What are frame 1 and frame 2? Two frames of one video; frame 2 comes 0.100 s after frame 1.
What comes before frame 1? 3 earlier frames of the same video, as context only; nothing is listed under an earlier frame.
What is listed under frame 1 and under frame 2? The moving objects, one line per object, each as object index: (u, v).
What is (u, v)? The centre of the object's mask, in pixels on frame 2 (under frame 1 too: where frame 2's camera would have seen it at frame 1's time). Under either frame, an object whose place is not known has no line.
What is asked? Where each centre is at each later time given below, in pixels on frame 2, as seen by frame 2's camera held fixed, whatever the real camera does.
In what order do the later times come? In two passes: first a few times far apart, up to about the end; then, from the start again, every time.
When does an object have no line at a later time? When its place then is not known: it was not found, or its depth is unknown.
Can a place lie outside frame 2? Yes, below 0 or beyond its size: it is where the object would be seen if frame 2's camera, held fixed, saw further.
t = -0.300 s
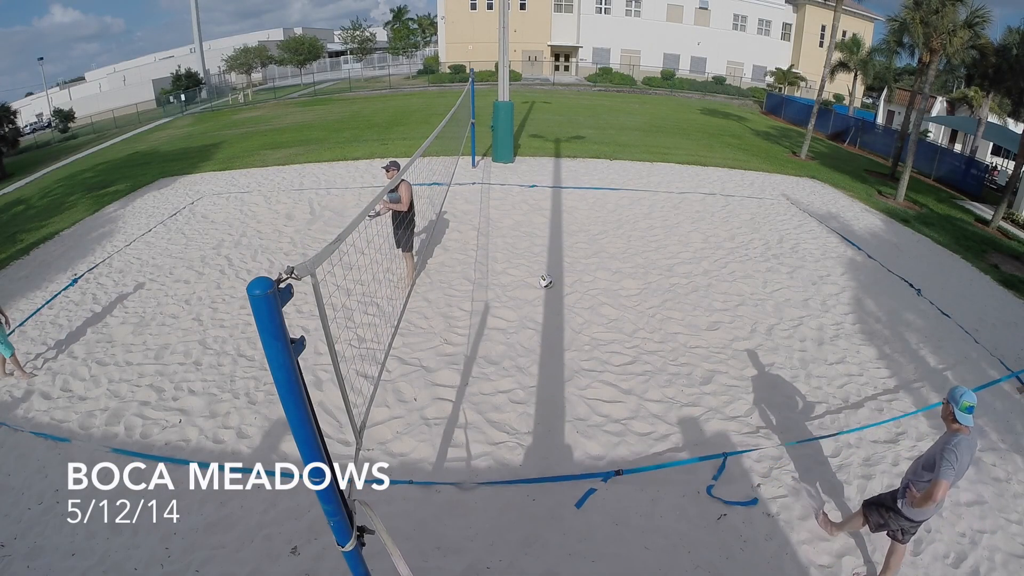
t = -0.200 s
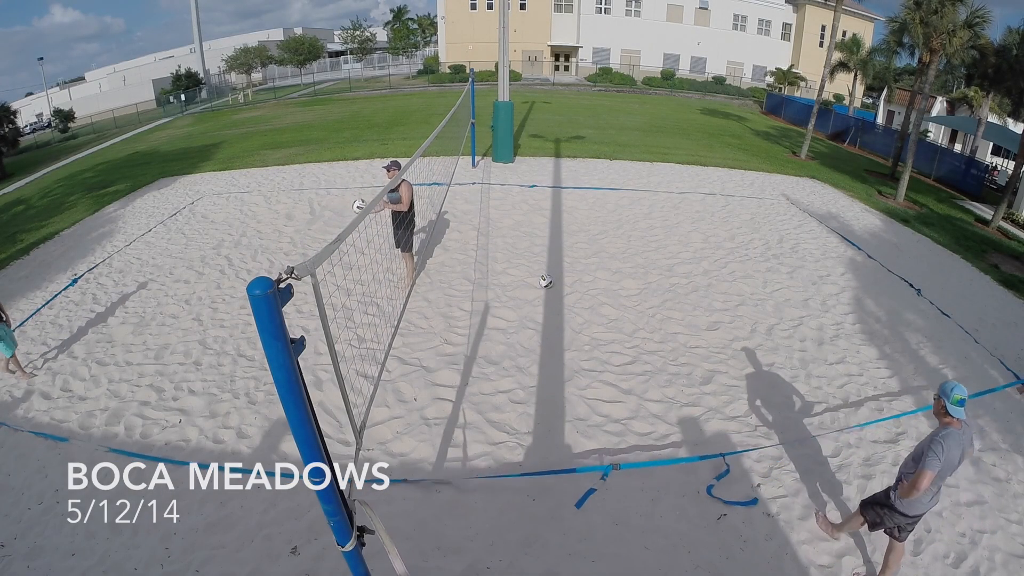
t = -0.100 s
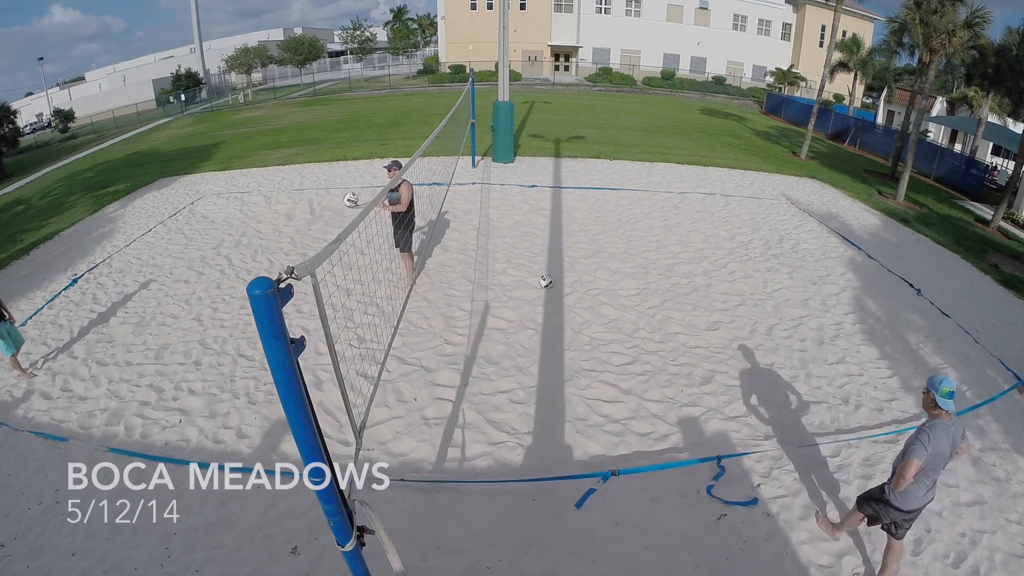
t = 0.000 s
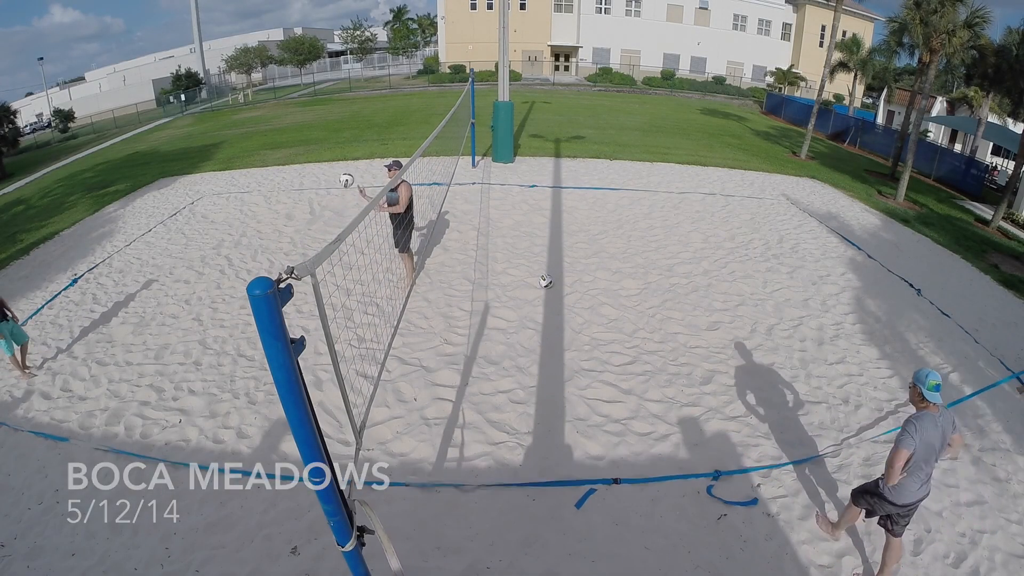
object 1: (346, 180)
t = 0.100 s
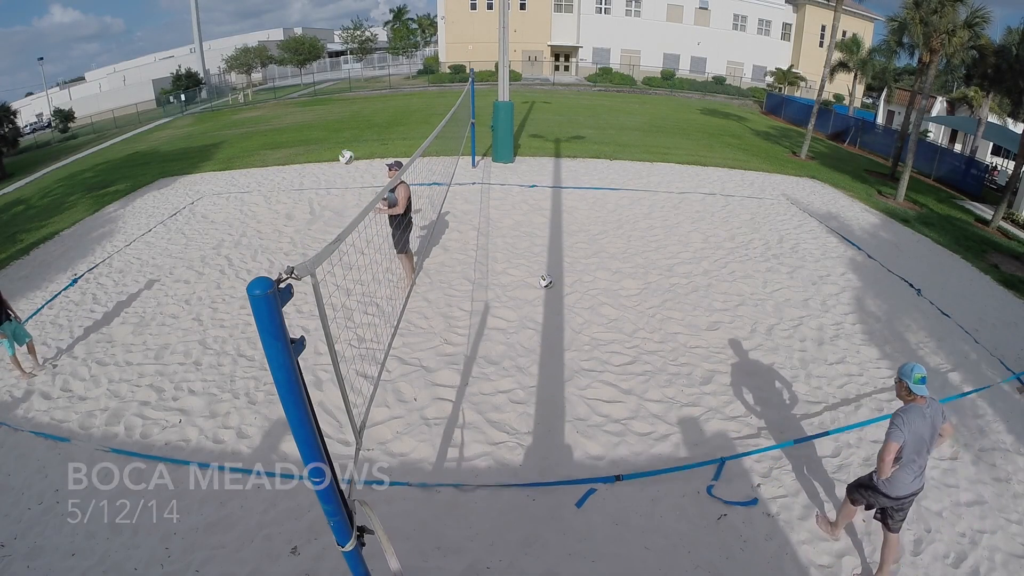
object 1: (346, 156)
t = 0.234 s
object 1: (348, 136)
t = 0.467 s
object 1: (354, 129)
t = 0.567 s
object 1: (357, 138)
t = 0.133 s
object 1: (347, 151)
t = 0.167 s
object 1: (347, 145)
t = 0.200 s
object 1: (348, 140)
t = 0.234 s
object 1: (348, 136)
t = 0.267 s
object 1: (348, 133)
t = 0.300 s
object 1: (349, 130)
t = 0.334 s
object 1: (350, 129)
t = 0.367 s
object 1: (351, 128)
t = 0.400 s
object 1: (352, 127)
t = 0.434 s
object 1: (352, 128)
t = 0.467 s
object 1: (354, 129)
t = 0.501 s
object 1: (355, 131)
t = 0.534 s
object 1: (356, 134)
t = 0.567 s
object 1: (357, 138)
